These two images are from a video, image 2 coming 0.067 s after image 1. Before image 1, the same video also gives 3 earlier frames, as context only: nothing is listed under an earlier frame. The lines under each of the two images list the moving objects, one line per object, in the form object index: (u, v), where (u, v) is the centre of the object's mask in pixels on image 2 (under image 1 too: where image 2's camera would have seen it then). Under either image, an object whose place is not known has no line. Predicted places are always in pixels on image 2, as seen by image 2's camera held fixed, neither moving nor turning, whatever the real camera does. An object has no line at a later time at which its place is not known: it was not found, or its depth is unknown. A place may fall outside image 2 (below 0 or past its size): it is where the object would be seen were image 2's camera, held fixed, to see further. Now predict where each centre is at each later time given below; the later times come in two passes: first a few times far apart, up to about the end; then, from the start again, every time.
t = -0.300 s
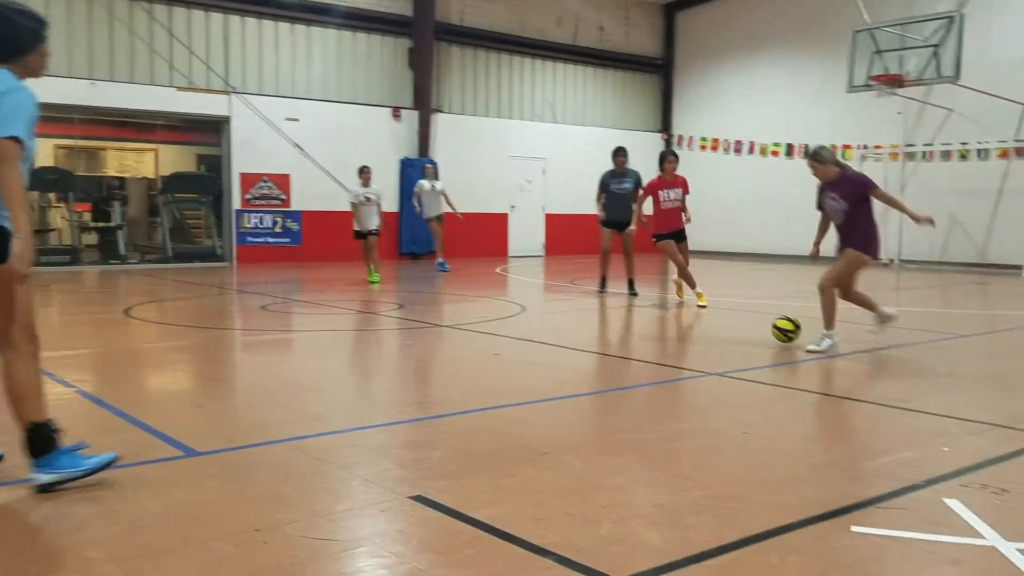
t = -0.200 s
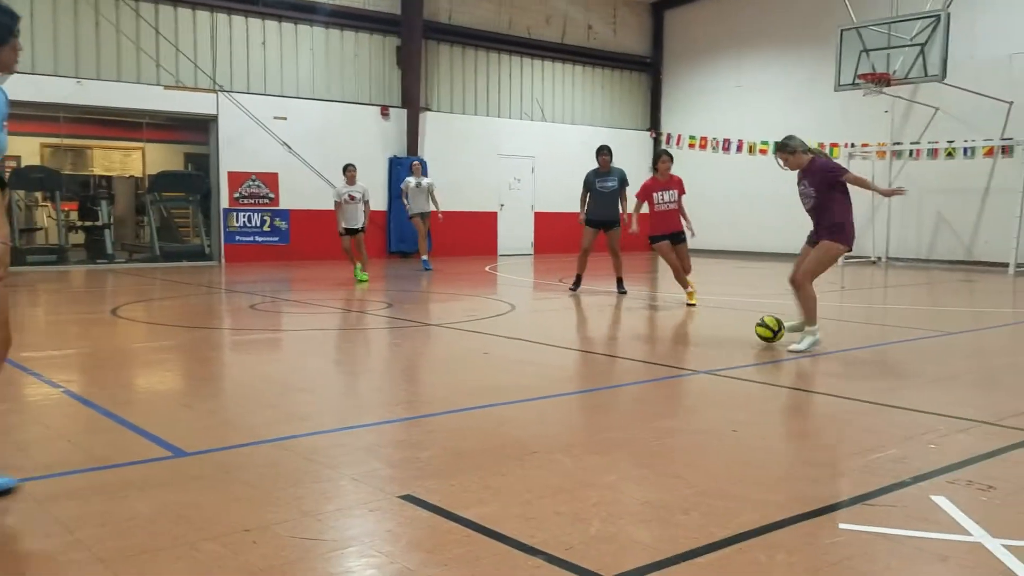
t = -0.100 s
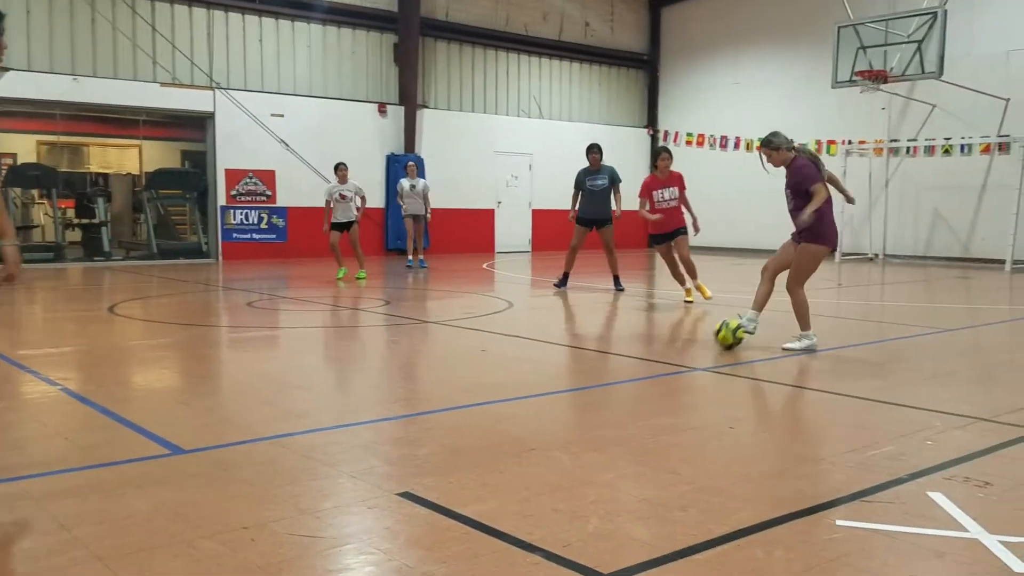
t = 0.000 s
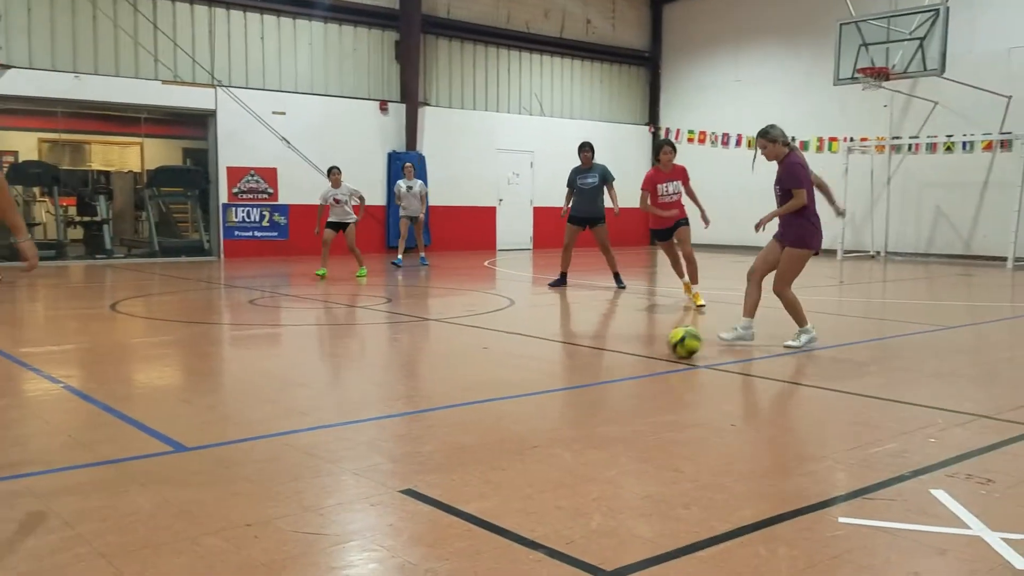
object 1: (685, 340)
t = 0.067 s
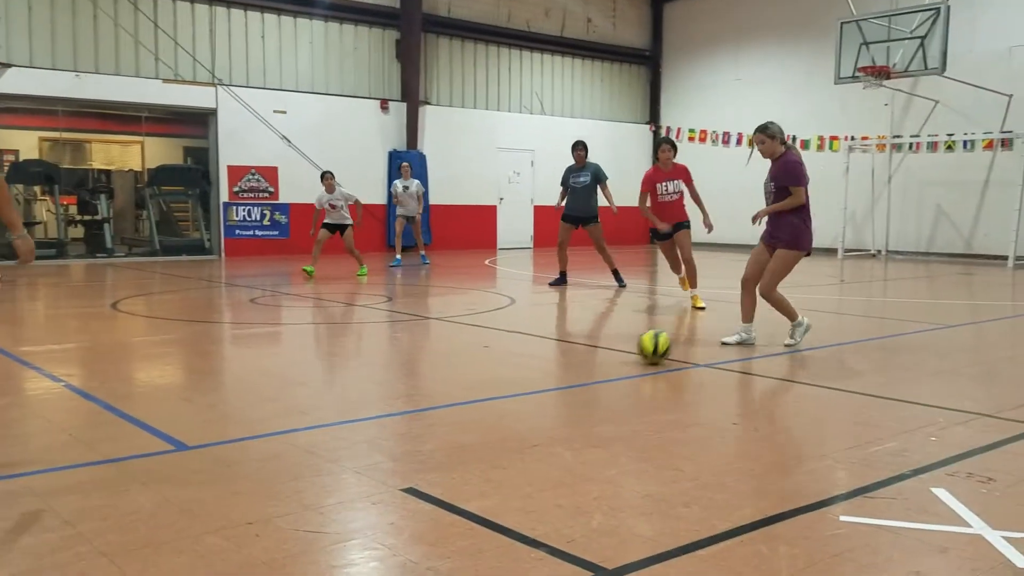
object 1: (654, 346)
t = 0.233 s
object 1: (570, 366)
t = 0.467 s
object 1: (435, 399)
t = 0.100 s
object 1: (637, 351)
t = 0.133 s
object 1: (621, 354)
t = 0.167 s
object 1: (604, 357)
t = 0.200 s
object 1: (587, 362)
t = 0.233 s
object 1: (570, 366)
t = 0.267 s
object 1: (552, 369)
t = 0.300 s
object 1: (535, 374)
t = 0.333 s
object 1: (516, 379)
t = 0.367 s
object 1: (496, 383)
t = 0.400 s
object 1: (477, 387)
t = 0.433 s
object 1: (457, 393)
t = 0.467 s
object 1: (435, 399)
